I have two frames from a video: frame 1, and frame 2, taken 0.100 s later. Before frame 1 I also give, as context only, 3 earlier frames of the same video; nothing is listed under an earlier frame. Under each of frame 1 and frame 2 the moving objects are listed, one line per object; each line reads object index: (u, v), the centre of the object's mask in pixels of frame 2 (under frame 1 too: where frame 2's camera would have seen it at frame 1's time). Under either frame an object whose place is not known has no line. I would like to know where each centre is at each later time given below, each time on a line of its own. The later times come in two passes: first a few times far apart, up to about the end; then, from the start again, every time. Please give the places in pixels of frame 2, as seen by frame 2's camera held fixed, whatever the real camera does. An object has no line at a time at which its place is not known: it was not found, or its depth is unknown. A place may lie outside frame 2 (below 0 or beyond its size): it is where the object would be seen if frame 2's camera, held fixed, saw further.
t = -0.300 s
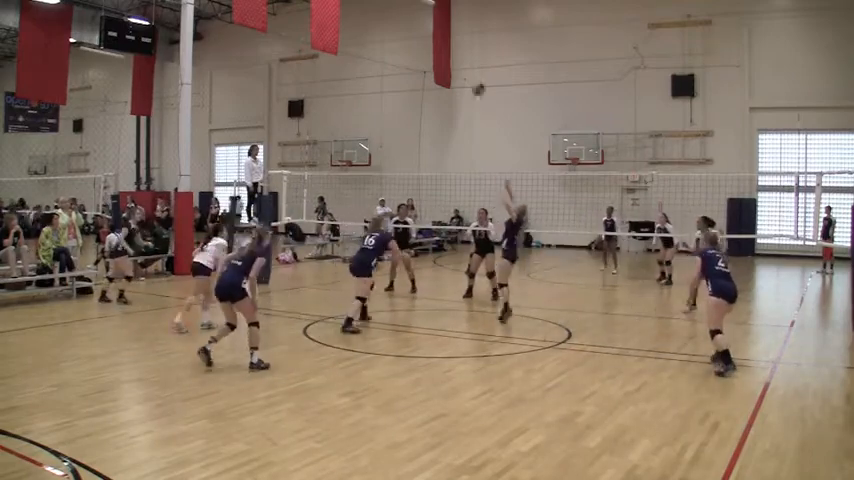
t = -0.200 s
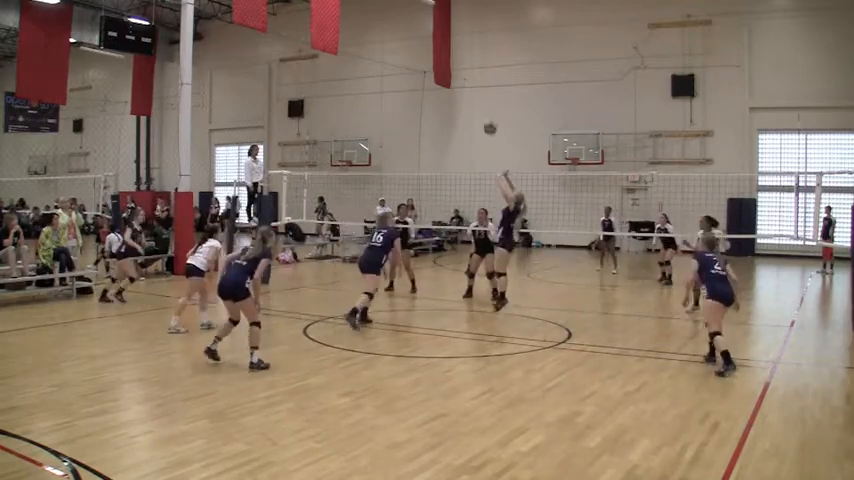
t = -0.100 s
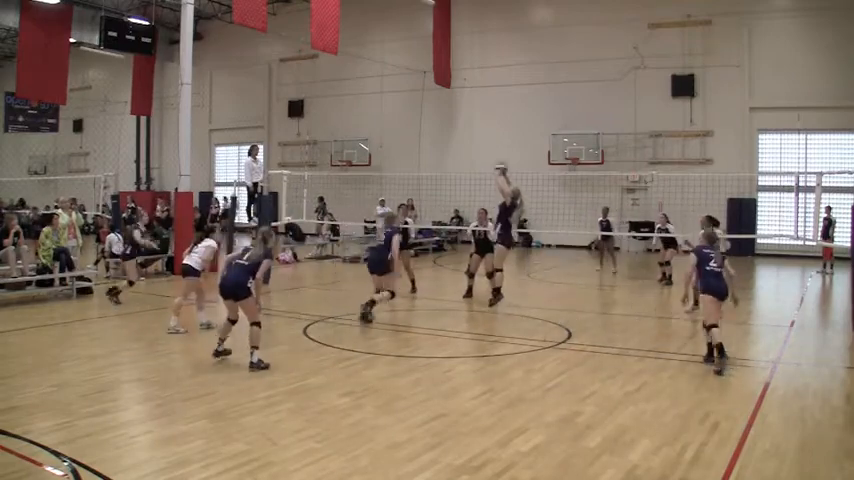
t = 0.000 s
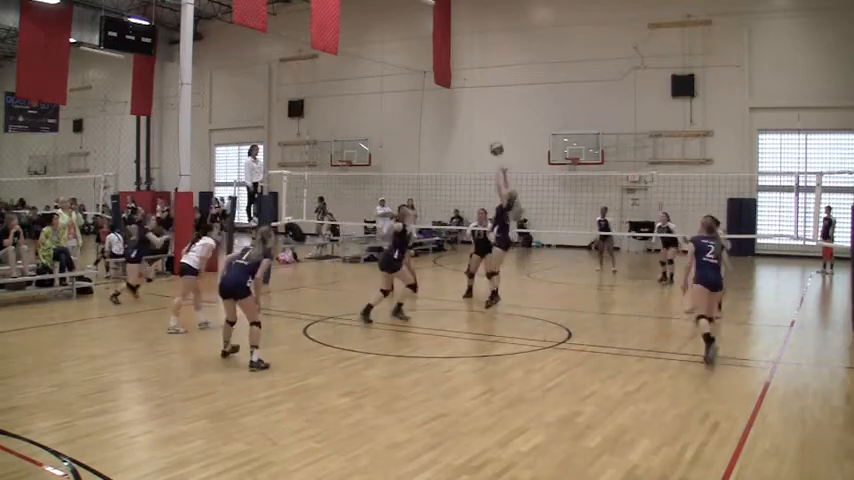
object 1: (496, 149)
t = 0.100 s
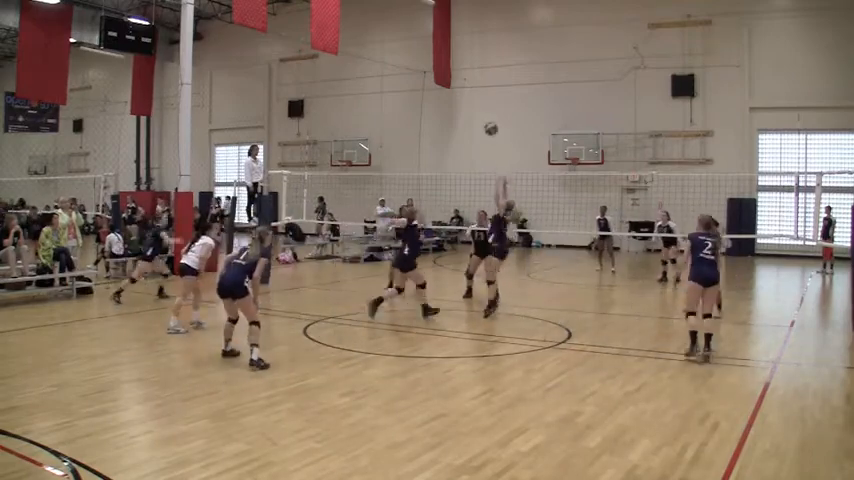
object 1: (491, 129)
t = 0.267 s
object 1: (480, 109)
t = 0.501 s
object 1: (467, 112)
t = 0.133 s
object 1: (488, 123)
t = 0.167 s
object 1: (486, 119)
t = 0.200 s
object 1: (484, 115)
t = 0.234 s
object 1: (482, 112)
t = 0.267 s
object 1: (480, 109)
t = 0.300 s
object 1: (478, 108)
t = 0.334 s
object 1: (476, 107)
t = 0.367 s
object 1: (475, 106)
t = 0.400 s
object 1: (472, 107)
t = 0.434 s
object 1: (470, 108)
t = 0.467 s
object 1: (469, 110)
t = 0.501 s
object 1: (467, 112)
